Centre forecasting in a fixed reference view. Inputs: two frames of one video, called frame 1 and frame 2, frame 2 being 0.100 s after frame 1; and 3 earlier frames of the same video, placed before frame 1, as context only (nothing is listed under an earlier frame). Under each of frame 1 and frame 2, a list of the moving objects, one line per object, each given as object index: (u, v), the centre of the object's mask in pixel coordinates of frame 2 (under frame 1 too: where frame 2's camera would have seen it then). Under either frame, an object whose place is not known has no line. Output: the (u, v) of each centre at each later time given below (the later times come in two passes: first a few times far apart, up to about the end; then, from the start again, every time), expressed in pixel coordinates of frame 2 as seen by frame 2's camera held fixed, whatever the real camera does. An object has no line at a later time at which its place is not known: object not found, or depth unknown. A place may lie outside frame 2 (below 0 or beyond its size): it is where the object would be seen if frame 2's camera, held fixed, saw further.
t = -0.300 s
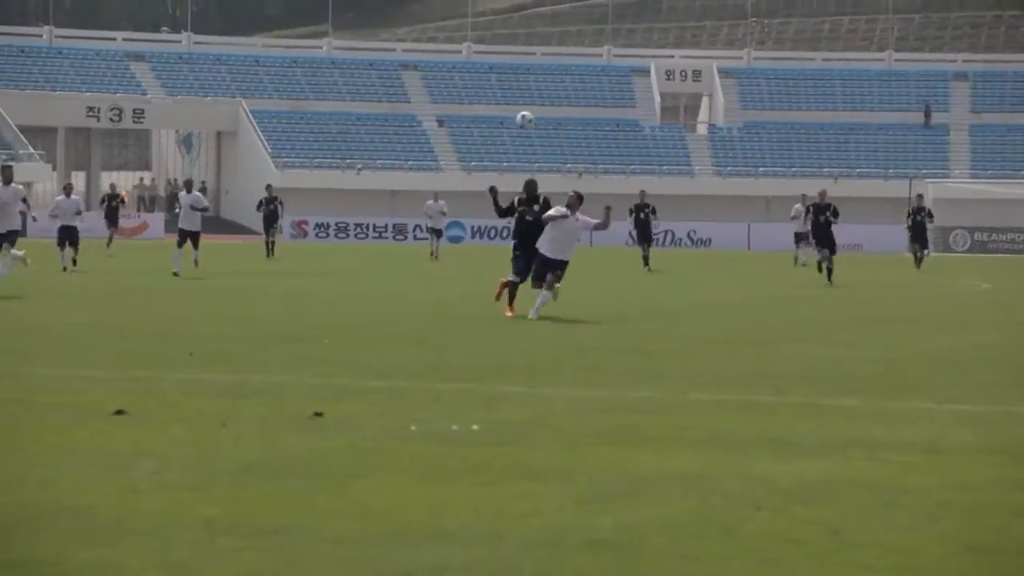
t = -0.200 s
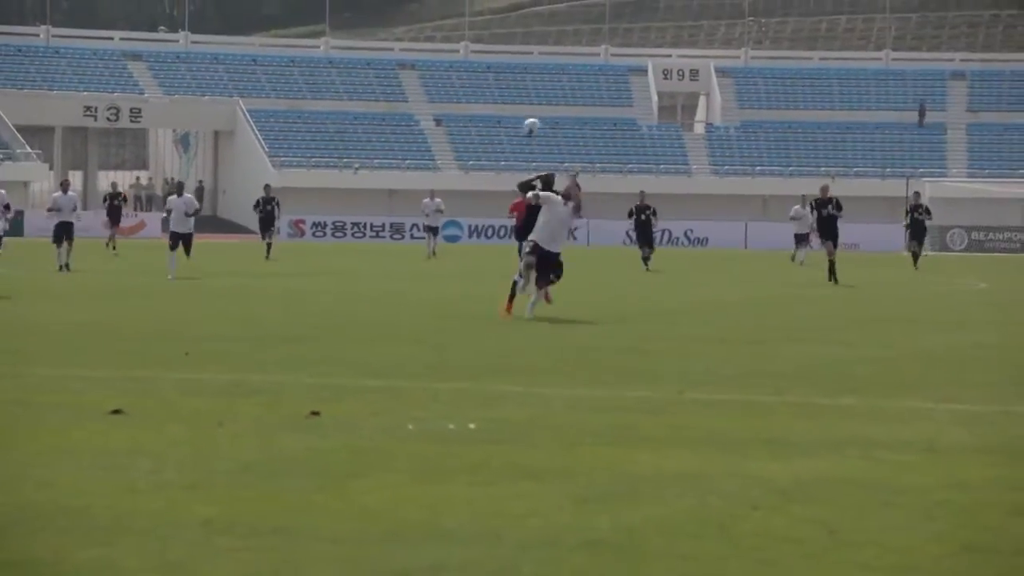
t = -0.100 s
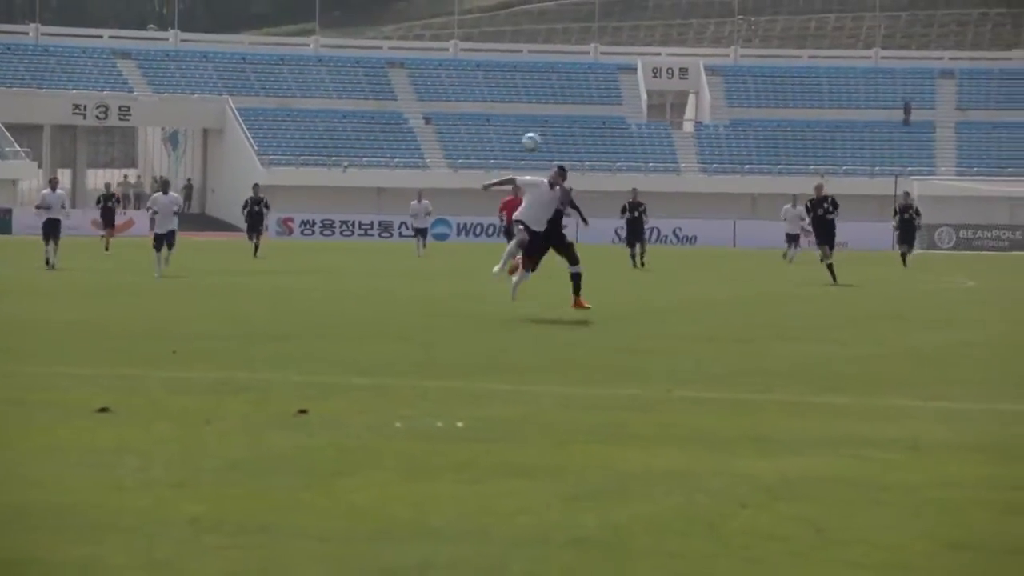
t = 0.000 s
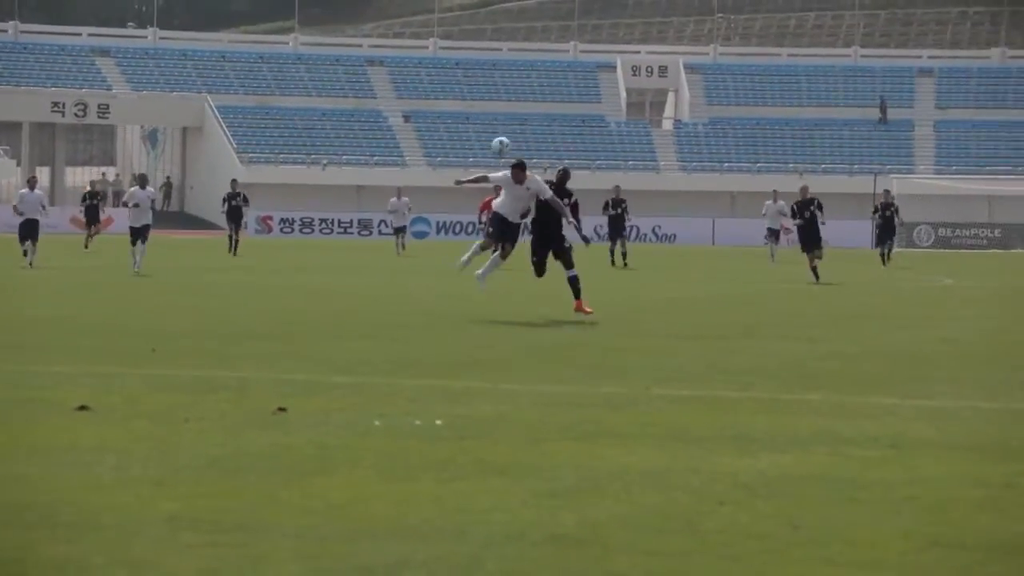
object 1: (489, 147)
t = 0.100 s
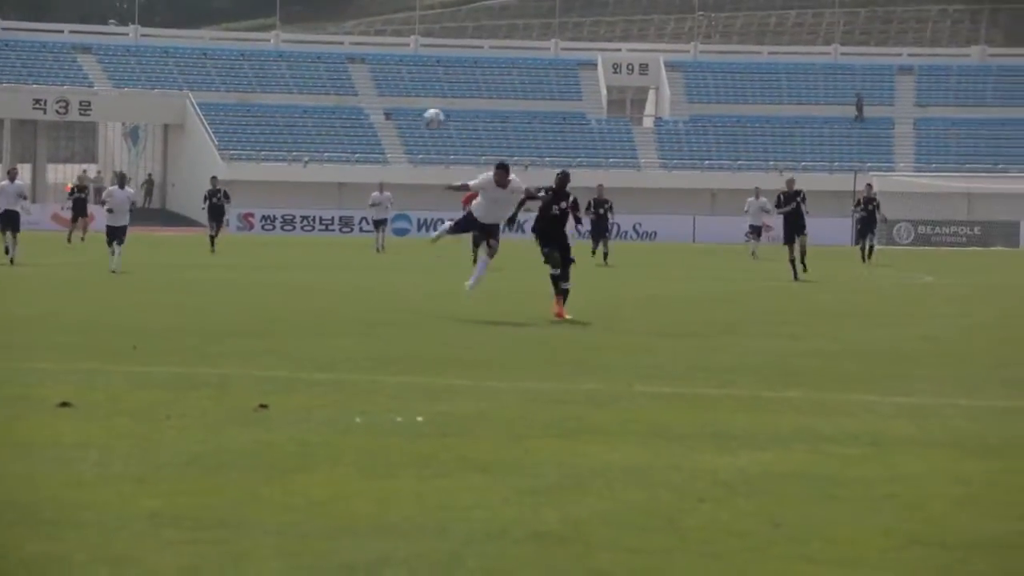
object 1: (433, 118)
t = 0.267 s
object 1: (336, 96)
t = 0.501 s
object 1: (200, 117)
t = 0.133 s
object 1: (413, 111)
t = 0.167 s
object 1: (395, 103)
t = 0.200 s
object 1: (376, 103)
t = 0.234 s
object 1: (354, 98)
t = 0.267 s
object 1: (336, 96)
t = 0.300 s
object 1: (316, 96)
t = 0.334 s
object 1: (297, 97)
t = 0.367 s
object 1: (277, 97)
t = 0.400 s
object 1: (256, 97)
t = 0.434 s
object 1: (238, 104)
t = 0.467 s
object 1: (219, 108)
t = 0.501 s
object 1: (200, 117)
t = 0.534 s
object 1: (182, 125)
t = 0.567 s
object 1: (165, 136)
